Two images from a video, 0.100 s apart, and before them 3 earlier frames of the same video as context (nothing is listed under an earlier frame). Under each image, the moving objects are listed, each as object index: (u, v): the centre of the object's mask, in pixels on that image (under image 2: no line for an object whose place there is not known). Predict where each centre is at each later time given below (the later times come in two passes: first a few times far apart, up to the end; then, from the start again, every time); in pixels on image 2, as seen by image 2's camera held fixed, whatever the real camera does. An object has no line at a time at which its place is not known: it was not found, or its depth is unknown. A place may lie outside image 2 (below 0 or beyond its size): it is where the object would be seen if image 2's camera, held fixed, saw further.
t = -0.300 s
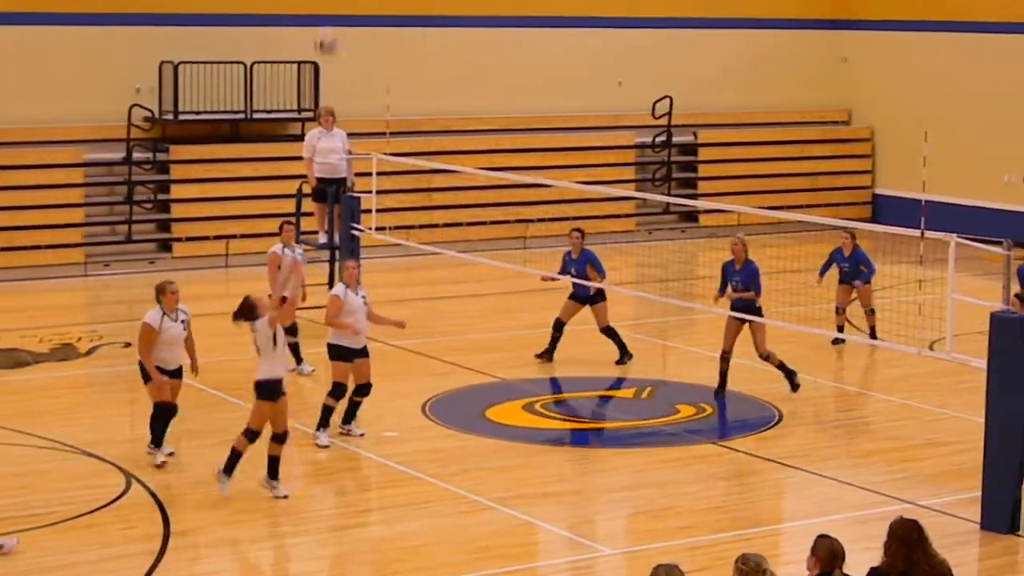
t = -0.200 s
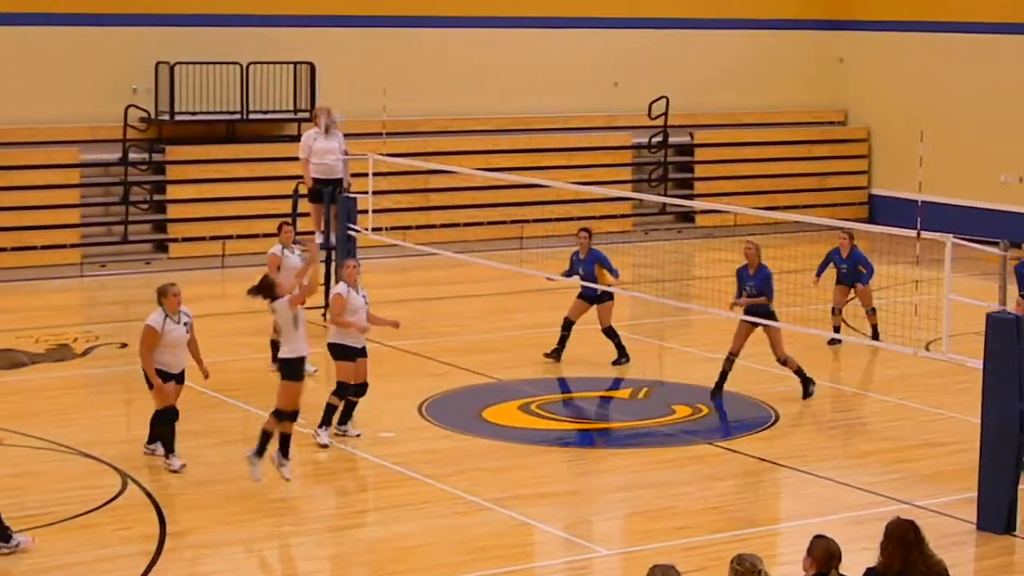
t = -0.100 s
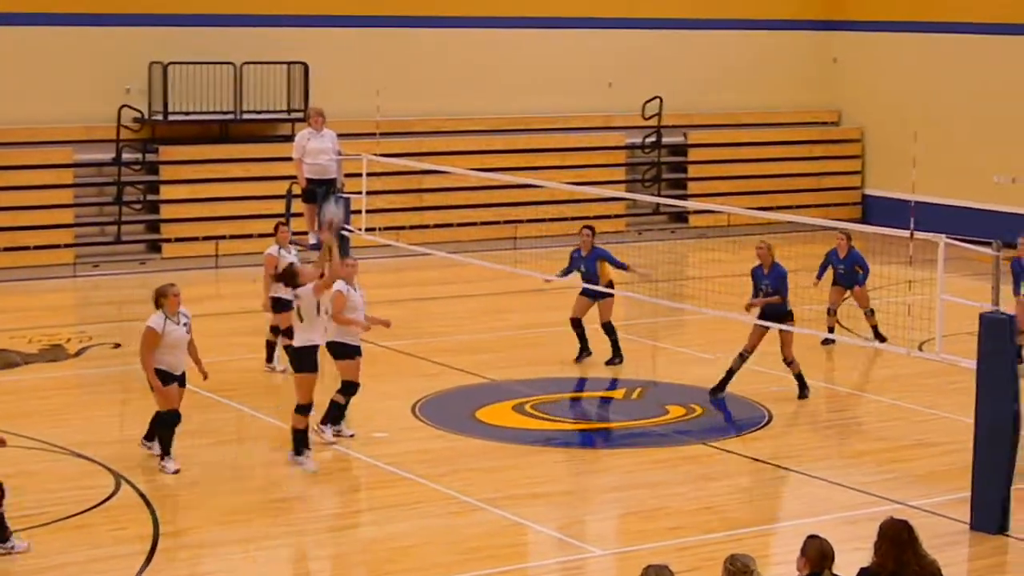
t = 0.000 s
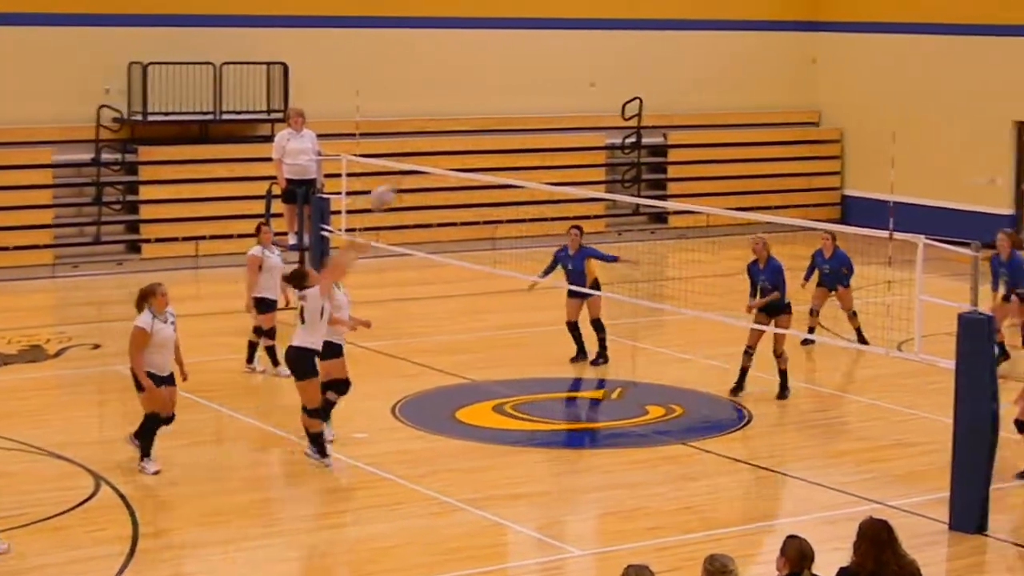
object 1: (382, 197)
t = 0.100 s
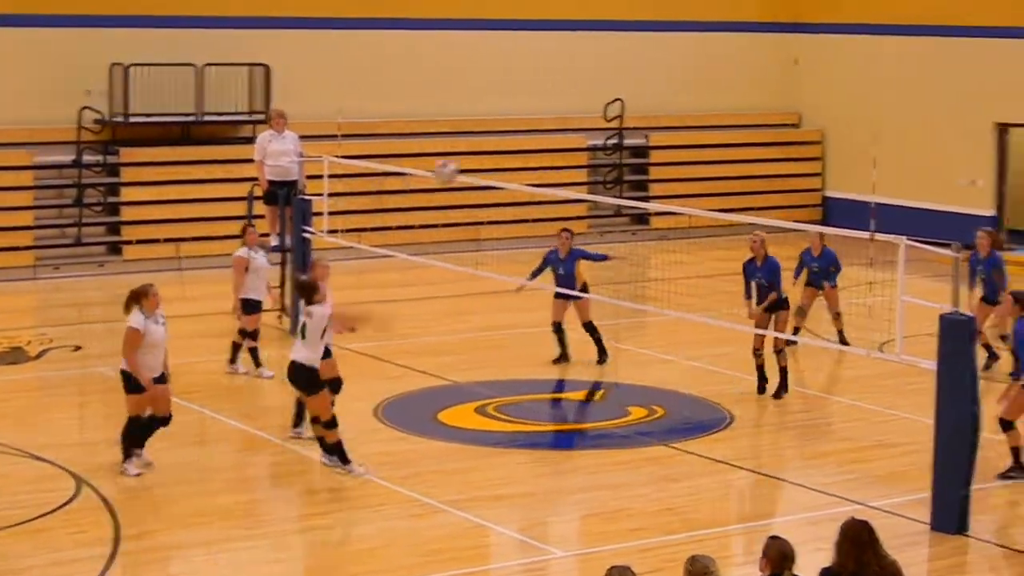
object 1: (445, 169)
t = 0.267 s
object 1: (565, 155)
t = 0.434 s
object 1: (671, 165)
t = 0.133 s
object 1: (470, 164)
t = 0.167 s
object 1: (493, 161)
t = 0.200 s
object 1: (516, 158)
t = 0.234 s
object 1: (541, 155)
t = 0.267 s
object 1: (565, 155)
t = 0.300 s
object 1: (588, 153)
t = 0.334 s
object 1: (608, 154)
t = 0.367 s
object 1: (630, 159)
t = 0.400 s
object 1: (650, 160)
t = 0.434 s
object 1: (671, 165)
